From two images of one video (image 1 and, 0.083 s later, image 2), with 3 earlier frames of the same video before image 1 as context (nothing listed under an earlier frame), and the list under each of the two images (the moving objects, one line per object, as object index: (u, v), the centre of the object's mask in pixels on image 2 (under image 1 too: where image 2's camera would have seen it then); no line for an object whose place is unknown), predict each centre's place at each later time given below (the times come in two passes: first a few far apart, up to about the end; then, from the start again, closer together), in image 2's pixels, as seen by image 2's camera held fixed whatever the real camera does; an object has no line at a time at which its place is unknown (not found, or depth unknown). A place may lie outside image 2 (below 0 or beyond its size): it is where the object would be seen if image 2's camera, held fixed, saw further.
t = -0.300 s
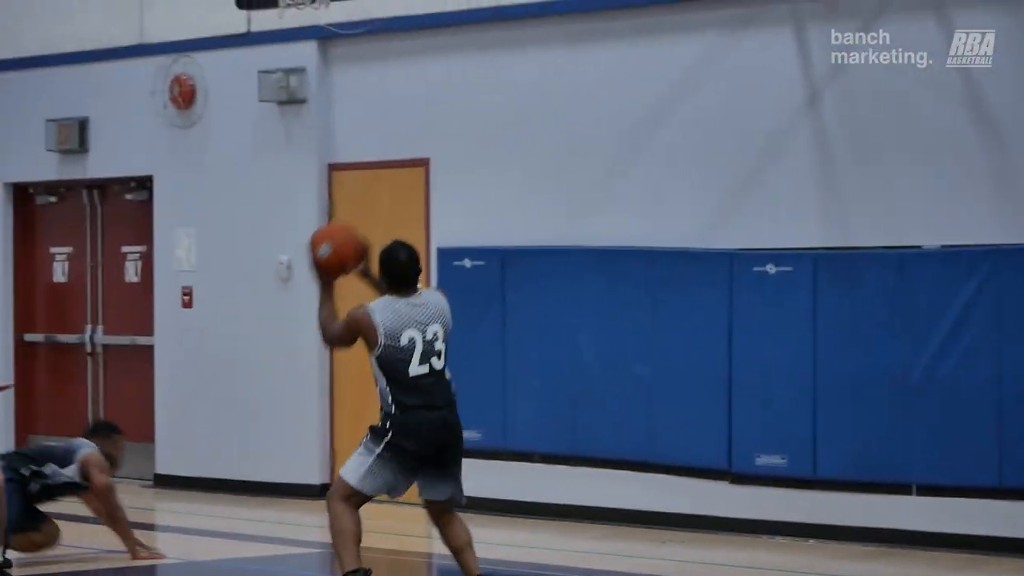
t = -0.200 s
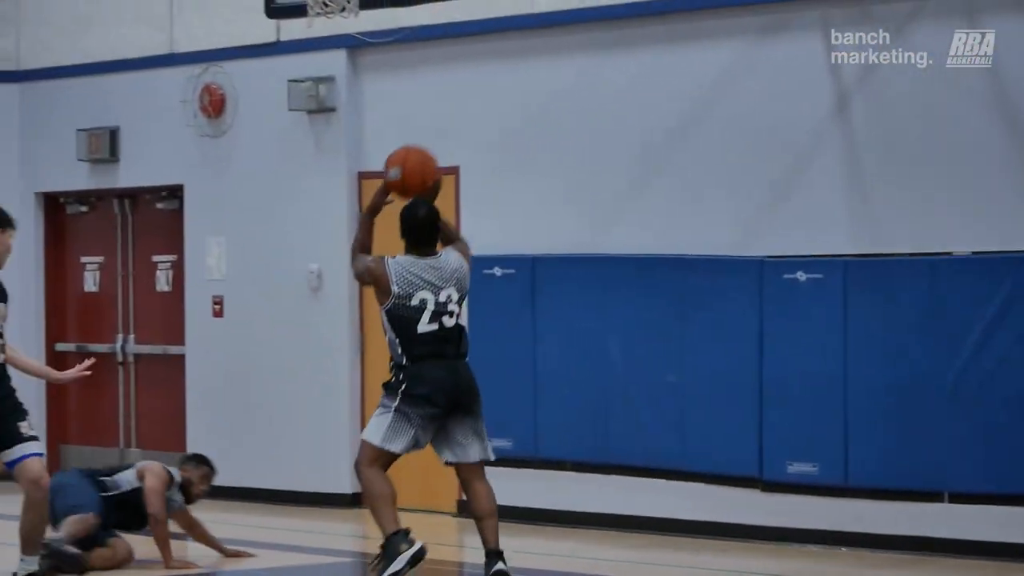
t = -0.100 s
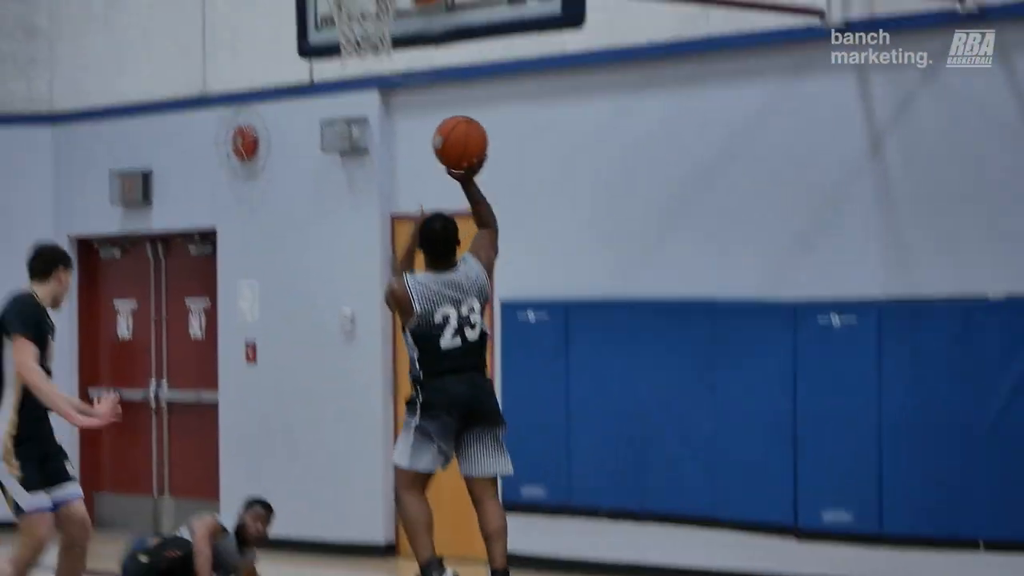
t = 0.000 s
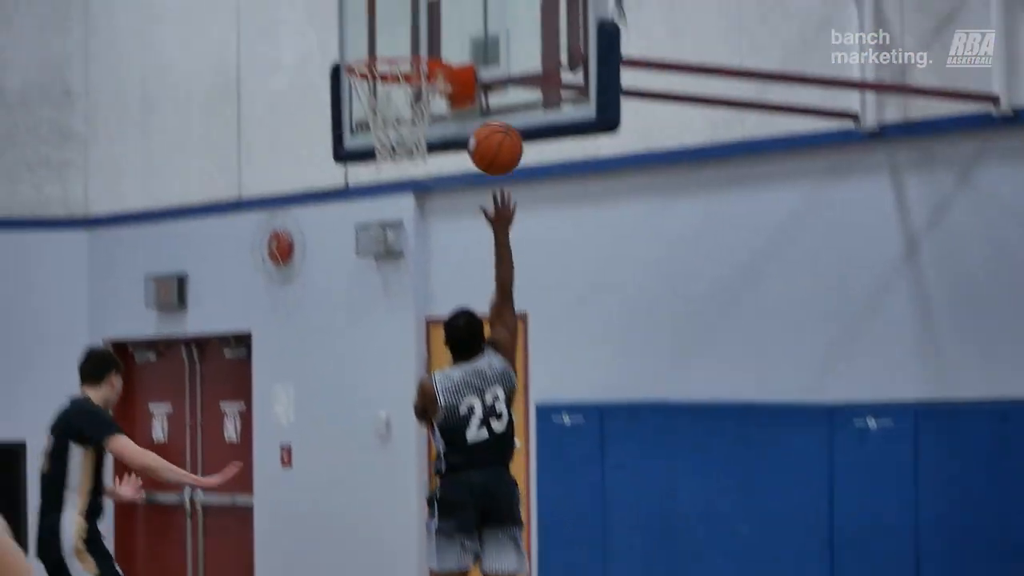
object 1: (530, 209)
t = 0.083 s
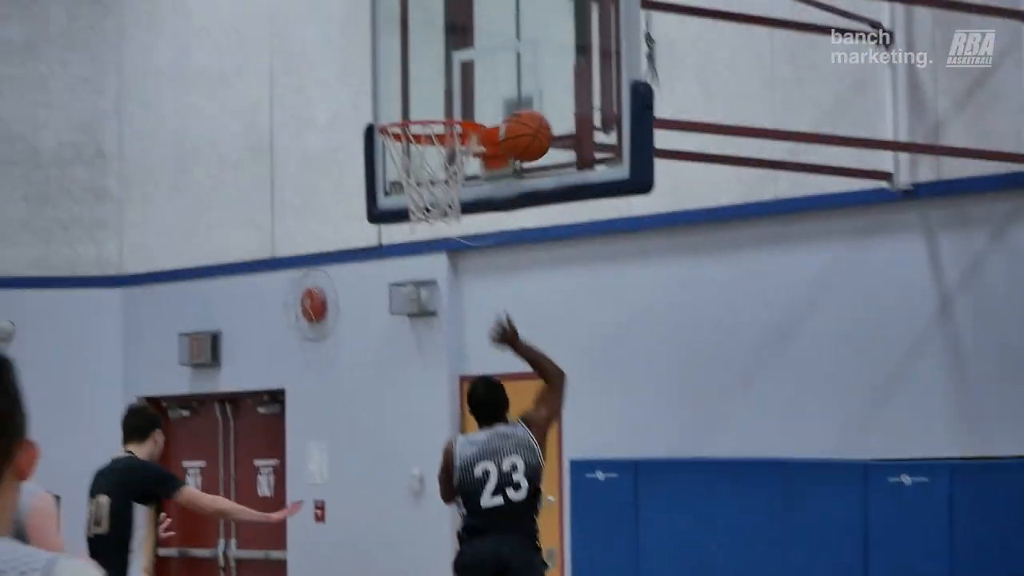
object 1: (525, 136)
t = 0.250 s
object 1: (484, 67)
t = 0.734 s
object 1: (451, 107)
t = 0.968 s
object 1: (424, 134)
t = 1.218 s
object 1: (458, 183)
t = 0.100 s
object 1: (525, 124)
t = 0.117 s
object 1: (524, 112)
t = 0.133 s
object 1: (523, 101)
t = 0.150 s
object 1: (520, 93)
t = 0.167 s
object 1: (514, 87)
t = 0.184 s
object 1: (508, 82)
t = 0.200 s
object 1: (502, 78)
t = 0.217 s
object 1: (496, 73)
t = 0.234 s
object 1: (490, 70)
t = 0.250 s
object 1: (484, 67)
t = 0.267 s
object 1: (478, 65)
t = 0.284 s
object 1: (472, 64)
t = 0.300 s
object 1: (466, 63)
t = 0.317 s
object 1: (460, 63)
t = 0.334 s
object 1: (455, 63)
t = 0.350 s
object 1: (448, 64)
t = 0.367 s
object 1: (442, 66)
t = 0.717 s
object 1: (456, 108)
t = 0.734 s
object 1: (451, 107)
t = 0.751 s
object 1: (446, 106)
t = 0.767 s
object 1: (440, 106)
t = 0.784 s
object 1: (435, 106)
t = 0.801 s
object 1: (429, 106)
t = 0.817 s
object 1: (424, 107)
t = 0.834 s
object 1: (419, 108)
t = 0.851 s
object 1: (414, 109)
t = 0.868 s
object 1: (410, 115)
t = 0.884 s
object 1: (406, 117)
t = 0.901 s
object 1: (408, 117)
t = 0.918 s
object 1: (412, 127)
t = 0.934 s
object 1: (415, 129)
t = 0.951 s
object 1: (421, 131)
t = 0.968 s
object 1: (424, 134)
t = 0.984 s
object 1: (430, 138)
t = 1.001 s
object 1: (434, 142)
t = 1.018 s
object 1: (438, 147)
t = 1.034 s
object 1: (443, 151)
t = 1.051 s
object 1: (448, 156)
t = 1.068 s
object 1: (450, 162)
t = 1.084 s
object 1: (456, 165)
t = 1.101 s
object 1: (458, 170)
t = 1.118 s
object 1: (460, 171)
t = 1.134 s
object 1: (459, 175)
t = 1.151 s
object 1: (460, 174)
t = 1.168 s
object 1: (461, 176)
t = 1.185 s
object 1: (461, 177)
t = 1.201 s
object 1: (460, 180)
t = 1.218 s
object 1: (458, 183)
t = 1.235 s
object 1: (457, 186)
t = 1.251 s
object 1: (456, 189)
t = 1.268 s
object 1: (454, 192)
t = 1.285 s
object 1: (453, 196)
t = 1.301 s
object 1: (452, 199)
